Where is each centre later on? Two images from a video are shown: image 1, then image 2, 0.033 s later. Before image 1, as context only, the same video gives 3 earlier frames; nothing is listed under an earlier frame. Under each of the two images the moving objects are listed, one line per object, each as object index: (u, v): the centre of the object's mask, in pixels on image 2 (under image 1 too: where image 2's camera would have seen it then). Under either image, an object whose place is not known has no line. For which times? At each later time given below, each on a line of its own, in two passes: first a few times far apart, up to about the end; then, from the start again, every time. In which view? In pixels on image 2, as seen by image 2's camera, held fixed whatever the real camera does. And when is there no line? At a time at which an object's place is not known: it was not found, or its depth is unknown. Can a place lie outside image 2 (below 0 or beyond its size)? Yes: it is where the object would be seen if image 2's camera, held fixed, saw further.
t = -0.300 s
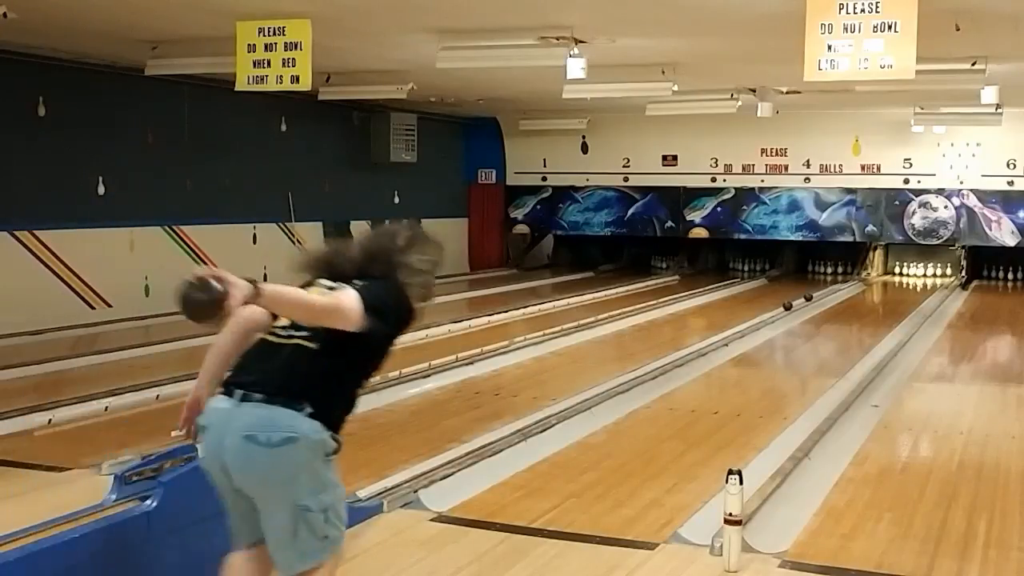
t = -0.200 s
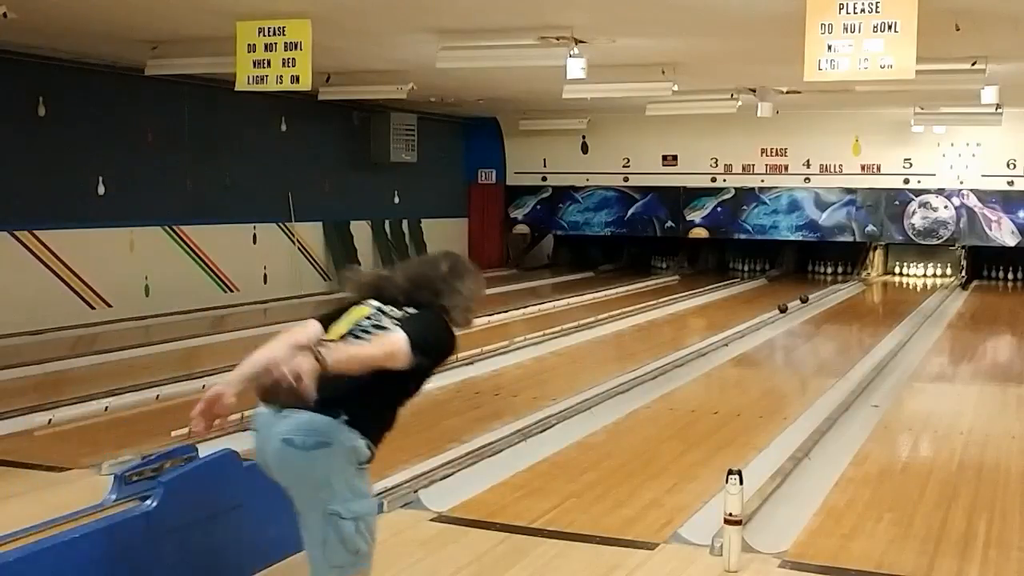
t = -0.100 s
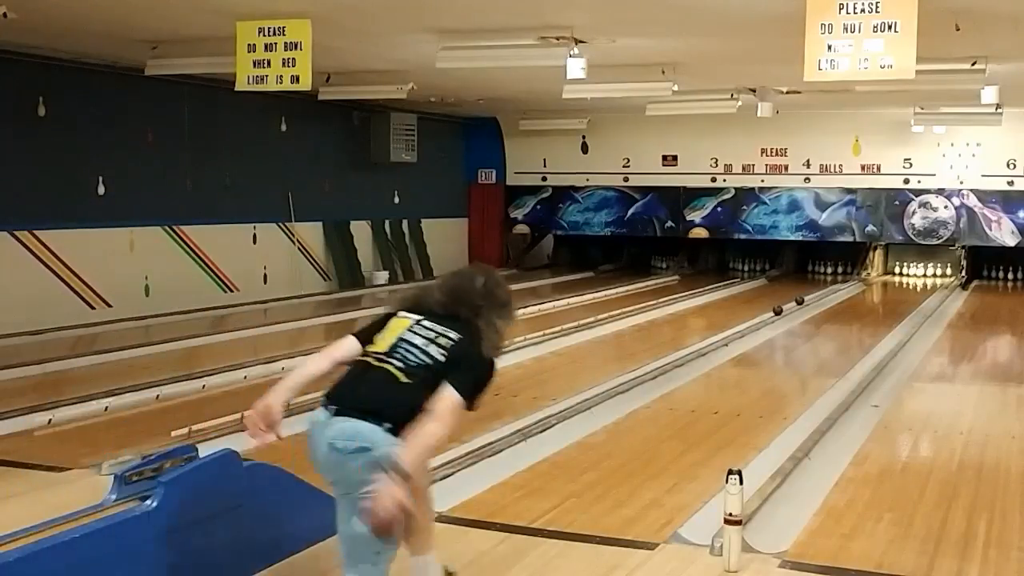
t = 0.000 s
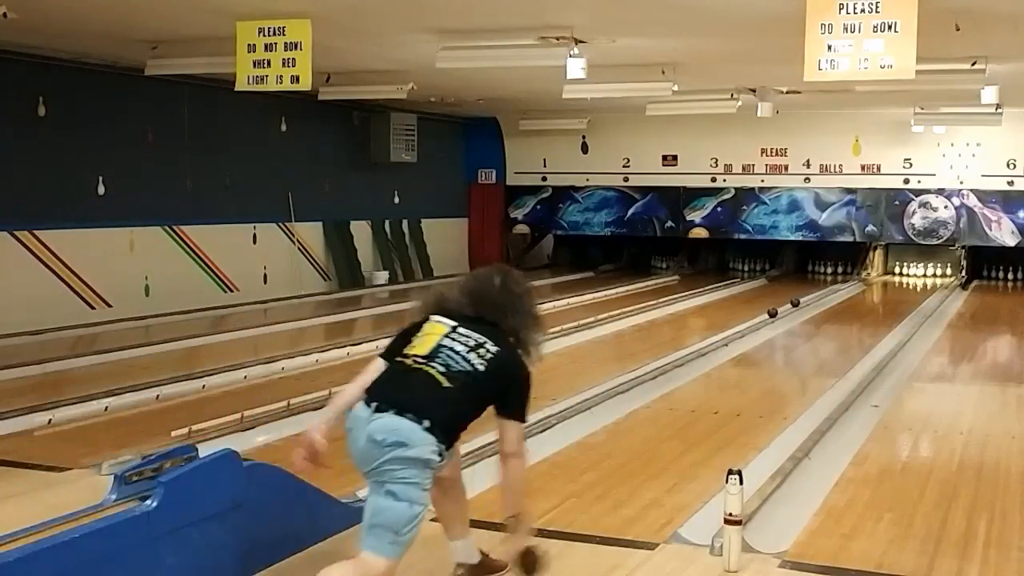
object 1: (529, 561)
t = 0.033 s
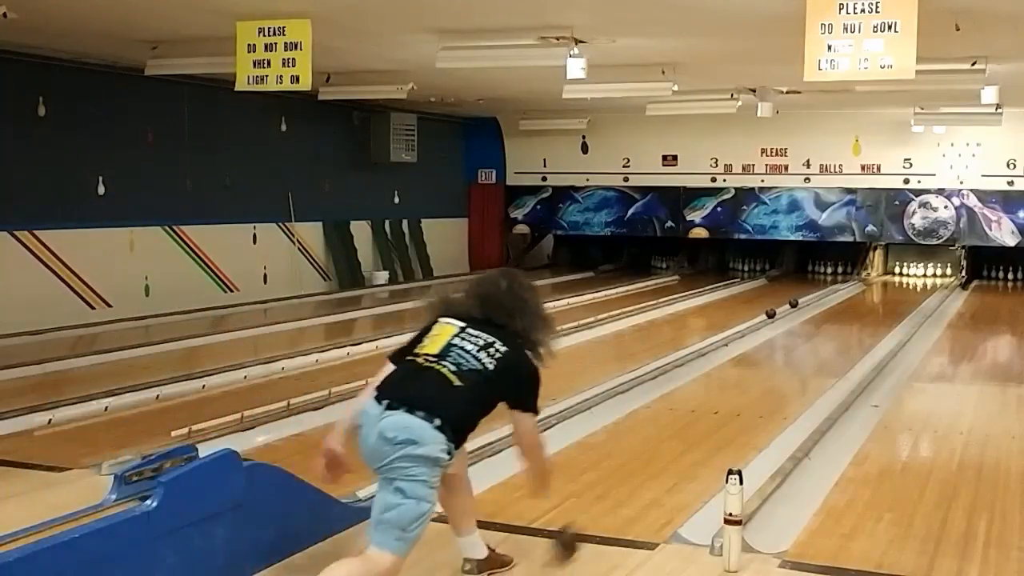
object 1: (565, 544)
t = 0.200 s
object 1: (688, 453)
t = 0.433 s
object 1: (781, 386)
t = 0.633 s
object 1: (827, 352)
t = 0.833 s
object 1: (858, 329)
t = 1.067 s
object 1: (884, 311)
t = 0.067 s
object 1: (597, 516)
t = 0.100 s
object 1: (625, 494)
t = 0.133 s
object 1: (648, 480)
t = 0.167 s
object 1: (669, 469)
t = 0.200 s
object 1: (688, 453)
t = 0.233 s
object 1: (706, 441)
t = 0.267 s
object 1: (722, 430)
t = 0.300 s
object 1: (736, 419)
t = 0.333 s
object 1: (749, 409)
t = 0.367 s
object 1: (761, 401)
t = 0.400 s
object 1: (771, 393)
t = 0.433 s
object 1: (781, 386)
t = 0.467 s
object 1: (790, 379)
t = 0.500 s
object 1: (798, 373)
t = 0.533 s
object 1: (807, 367)
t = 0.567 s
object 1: (814, 362)
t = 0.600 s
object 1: (821, 357)
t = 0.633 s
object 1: (827, 352)
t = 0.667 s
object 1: (833, 348)
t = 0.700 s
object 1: (839, 344)
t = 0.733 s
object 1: (844, 340)
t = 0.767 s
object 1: (849, 336)
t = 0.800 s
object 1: (854, 333)
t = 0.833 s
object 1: (858, 329)
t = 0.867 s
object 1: (863, 326)
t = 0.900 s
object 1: (867, 324)
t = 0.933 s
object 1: (870, 321)
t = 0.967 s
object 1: (874, 318)
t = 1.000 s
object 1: (878, 315)
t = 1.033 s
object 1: (881, 313)
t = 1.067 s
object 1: (884, 311)
